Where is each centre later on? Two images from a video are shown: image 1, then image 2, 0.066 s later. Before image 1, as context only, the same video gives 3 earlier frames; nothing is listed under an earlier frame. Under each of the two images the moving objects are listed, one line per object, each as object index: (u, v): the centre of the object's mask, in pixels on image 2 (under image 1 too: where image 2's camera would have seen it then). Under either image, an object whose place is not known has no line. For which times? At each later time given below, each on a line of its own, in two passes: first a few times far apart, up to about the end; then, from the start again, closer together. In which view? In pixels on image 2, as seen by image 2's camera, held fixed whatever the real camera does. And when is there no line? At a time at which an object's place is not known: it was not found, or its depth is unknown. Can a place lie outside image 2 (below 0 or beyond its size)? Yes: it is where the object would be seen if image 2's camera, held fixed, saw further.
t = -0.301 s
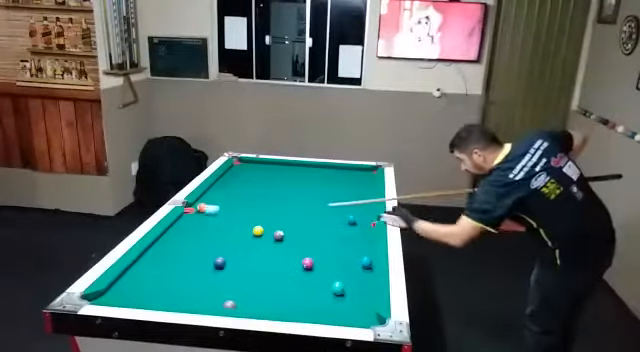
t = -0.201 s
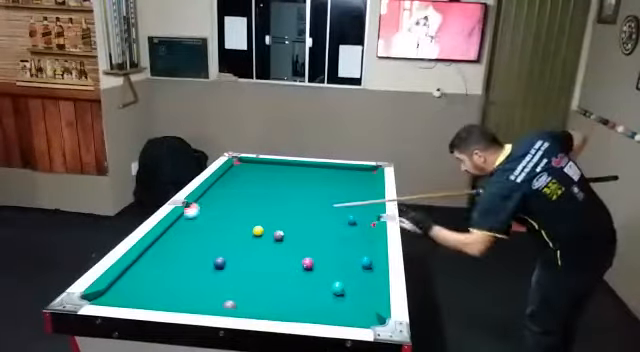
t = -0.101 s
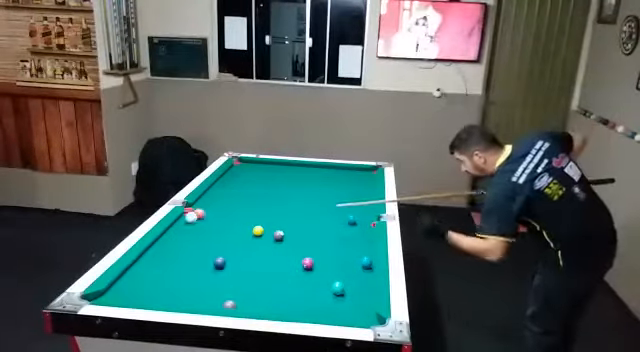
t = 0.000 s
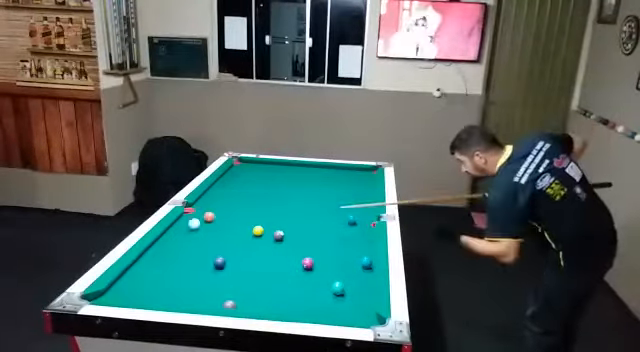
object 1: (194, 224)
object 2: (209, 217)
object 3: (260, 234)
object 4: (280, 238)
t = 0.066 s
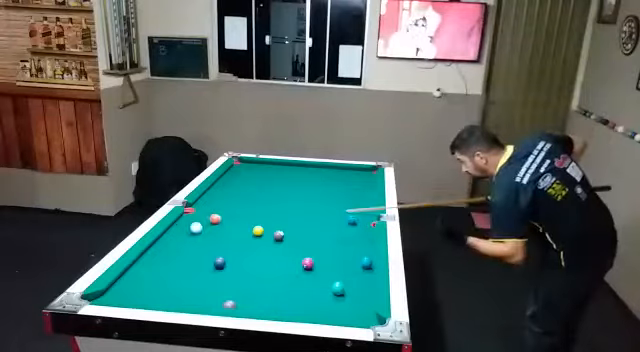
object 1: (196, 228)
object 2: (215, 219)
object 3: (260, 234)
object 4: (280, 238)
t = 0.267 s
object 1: (202, 241)
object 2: (233, 225)
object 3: (259, 234)
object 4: (280, 237)
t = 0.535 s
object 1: (210, 258)
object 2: (248, 232)
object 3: (266, 233)
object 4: (279, 236)
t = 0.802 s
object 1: (202, 268)
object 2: (250, 237)
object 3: (275, 232)
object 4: (286, 239)
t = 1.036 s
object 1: (195, 277)
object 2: (252, 241)
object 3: (280, 232)
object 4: (293, 240)
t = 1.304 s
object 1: (188, 286)
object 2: (254, 245)
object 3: (283, 232)
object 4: (298, 242)
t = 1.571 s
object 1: (182, 294)
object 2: (255, 248)
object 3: (284, 232)
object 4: (301, 242)
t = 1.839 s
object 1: (176, 299)
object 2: (256, 251)
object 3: (284, 231)
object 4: (303, 243)
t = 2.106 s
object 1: (177, 296)
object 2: (257, 252)
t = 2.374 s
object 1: (179, 294)
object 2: (257, 253)
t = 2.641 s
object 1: (181, 294)
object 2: (257, 253)
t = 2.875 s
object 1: (181, 294)
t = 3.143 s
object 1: (181, 294)
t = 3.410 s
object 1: (181, 294)
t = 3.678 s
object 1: (181, 294)
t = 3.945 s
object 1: (181, 294)
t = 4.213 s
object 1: (181, 294)
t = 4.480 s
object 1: (181, 294)
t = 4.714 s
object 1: (181, 294)
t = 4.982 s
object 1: (181, 294)
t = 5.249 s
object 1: (181, 294)
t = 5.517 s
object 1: (181, 294)
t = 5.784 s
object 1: (181, 294)
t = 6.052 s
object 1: (181, 294)
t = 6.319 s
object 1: (181, 294)
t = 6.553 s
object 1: (181, 294)
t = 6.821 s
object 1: (181, 294)
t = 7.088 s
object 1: (181, 294)
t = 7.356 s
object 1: (181, 294)
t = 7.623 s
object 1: (181, 294)
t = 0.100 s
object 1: (197, 230)
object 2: (218, 220)
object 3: (260, 234)
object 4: (280, 237)
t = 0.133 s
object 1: (198, 232)
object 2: (220, 221)
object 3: (260, 234)
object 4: (280, 237)
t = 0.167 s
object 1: (199, 234)
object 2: (224, 222)
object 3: (259, 234)
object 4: (280, 237)
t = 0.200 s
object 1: (200, 236)
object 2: (226, 223)
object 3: (259, 234)
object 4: (280, 237)
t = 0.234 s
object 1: (201, 238)
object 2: (230, 224)
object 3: (259, 234)
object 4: (280, 237)
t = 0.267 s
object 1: (202, 241)
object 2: (233, 225)
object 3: (259, 234)
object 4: (280, 237)
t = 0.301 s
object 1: (203, 243)
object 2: (236, 226)
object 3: (259, 234)
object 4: (279, 237)
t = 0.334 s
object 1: (205, 245)
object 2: (239, 227)
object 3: (259, 234)
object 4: (279, 237)
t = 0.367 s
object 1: (206, 247)
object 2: (242, 228)
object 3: (259, 234)
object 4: (280, 237)
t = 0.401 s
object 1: (207, 249)
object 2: (245, 229)
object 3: (259, 234)
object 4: (280, 237)
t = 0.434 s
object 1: (208, 252)
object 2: (247, 230)
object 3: (261, 234)
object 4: (279, 237)
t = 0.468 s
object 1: (209, 255)
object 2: (247, 231)
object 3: (262, 234)
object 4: (279, 236)
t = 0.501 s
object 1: (210, 257)
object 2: (247, 231)
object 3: (264, 234)
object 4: (279, 236)
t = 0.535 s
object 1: (210, 258)
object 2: (248, 232)
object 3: (266, 233)
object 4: (279, 236)
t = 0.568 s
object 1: (209, 259)
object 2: (248, 233)
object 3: (269, 233)
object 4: (279, 236)
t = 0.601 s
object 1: (208, 261)
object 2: (248, 234)
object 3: (270, 233)
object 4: (280, 236)
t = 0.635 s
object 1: (207, 262)
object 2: (248, 234)
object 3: (271, 233)
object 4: (281, 237)
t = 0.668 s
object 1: (206, 263)
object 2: (249, 234)
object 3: (272, 233)
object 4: (282, 237)
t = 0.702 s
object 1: (205, 265)
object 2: (249, 235)
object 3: (272, 233)
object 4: (282, 238)
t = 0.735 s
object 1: (204, 266)
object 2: (249, 236)
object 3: (273, 233)
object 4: (283, 238)
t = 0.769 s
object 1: (203, 267)
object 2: (250, 236)
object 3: (274, 232)
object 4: (285, 239)
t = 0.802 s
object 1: (202, 268)
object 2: (250, 237)
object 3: (275, 232)
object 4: (286, 239)
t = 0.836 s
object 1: (200, 270)
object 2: (250, 238)
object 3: (277, 232)
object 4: (288, 238)
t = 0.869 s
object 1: (199, 271)
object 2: (251, 239)
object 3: (277, 232)
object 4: (289, 239)
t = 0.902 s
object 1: (199, 273)
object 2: (251, 240)
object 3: (278, 232)
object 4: (289, 239)
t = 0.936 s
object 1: (198, 274)
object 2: (251, 240)
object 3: (278, 232)
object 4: (290, 239)
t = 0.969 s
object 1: (197, 275)
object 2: (252, 241)
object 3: (279, 232)
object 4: (291, 239)
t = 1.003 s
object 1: (196, 276)
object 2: (252, 241)
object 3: (279, 232)
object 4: (292, 240)
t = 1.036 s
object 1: (195, 277)
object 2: (252, 241)
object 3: (280, 232)
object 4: (293, 240)
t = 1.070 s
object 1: (194, 278)
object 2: (252, 242)
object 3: (280, 232)
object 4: (293, 240)
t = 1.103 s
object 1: (193, 280)
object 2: (253, 242)
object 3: (281, 232)
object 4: (294, 240)
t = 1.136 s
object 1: (192, 281)
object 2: (253, 243)
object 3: (281, 232)
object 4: (295, 241)
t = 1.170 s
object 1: (191, 282)
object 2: (253, 244)
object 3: (281, 232)
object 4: (295, 241)
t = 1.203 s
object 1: (191, 283)
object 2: (254, 244)
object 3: (282, 232)
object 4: (296, 241)
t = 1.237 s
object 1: (190, 284)
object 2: (254, 245)
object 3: (282, 231)
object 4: (296, 241)
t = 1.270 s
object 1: (189, 285)
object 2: (254, 245)
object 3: (282, 231)
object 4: (297, 241)
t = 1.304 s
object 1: (188, 286)
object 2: (254, 245)
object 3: (283, 232)
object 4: (298, 242)
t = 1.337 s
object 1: (187, 287)
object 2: (254, 246)
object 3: (283, 232)
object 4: (298, 242)
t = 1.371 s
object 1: (186, 288)
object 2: (254, 246)
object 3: (283, 232)
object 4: (299, 242)
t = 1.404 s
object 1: (186, 289)
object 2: (254, 247)
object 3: (283, 231)
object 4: (299, 242)
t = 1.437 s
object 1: (185, 290)
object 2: (254, 247)
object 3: (284, 232)
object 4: (299, 242)
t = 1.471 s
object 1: (184, 291)
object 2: (255, 248)
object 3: (283, 232)
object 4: (300, 242)
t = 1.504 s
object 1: (183, 292)
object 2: (255, 248)
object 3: (284, 232)
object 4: (300, 242)
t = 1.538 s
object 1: (183, 293)
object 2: (255, 248)
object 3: (284, 232)
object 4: (300, 242)
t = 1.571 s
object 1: (182, 294)
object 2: (255, 248)
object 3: (284, 232)
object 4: (301, 242)
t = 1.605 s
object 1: (181, 295)
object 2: (255, 249)
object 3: (284, 232)
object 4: (301, 243)
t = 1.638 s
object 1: (180, 296)
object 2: (255, 249)
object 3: (284, 232)
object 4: (301, 243)
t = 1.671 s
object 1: (179, 296)
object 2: (255, 250)
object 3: (284, 232)
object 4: (302, 243)
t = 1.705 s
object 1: (178, 297)
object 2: (256, 250)
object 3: (284, 232)
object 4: (302, 243)
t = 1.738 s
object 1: (178, 297)
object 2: (256, 250)
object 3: (284, 232)
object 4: (303, 243)
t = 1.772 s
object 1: (177, 298)
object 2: (256, 250)
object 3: (284, 232)
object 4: (303, 243)
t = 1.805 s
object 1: (176, 298)
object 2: (256, 251)
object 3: (284, 232)
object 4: (303, 243)
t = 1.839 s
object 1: (176, 299)
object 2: (256, 251)
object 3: (284, 231)
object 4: (303, 243)
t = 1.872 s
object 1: (175, 299)
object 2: (256, 251)
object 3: (284, 231)
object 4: (303, 243)
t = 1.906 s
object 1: (174, 300)
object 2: (256, 251)
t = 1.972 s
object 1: (175, 299)
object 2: (256, 251)
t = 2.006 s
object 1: (174, 299)
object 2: (256, 251)
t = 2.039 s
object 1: (176, 298)
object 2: (256, 252)
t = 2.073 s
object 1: (176, 297)
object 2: (257, 252)
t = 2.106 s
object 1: (177, 296)
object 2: (257, 252)
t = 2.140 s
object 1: (178, 295)
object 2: (257, 252)
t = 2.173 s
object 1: (179, 294)
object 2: (257, 252)
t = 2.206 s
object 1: (179, 294)
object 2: (257, 252)
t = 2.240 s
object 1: (179, 295)
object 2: (257, 253)
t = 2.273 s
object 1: (179, 295)
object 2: (257, 253)
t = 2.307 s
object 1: (179, 295)
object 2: (257, 253)
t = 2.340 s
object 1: (179, 294)
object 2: (257, 253)
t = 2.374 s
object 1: (179, 294)
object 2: (257, 253)
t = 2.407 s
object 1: (179, 294)
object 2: (257, 253)
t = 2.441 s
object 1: (179, 294)
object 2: (257, 253)
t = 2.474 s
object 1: (180, 294)
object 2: (257, 253)
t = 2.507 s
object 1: (180, 294)
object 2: (257, 253)
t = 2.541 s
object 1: (180, 294)
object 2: (257, 253)
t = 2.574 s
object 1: (180, 294)
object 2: (257, 253)
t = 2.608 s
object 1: (180, 294)
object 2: (257, 253)
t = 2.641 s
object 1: (181, 294)
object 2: (257, 253)
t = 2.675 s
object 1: (181, 294)
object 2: (258, 253)
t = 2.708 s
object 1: (181, 294)
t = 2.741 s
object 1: (181, 294)
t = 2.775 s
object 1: (181, 294)
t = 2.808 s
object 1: (181, 294)
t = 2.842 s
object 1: (181, 294)
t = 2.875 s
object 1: (181, 294)
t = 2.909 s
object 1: (181, 294)
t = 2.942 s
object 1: (181, 294)
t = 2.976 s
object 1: (181, 294)
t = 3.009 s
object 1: (181, 294)
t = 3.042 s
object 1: (181, 294)
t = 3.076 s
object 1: (181, 294)
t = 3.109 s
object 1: (181, 294)
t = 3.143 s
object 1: (181, 294)
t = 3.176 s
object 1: (181, 294)
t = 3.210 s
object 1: (181, 294)
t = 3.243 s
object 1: (181, 294)
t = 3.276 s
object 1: (181, 294)
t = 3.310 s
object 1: (181, 294)
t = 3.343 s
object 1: (181, 294)
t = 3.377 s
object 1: (181, 294)
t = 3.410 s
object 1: (181, 294)
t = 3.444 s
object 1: (181, 294)
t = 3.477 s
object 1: (181, 294)
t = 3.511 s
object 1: (181, 294)
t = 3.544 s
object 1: (181, 294)
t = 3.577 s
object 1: (181, 294)
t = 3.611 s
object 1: (181, 294)
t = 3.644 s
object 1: (181, 294)
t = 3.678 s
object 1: (181, 294)
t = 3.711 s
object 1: (181, 294)
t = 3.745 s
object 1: (181, 294)
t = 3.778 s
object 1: (181, 294)
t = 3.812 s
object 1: (181, 294)
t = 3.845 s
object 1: (181, 294)
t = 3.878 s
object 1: (181, 294)
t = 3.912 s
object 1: (181, 294)
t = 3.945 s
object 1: (181, 294)
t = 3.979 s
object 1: (181, 294)
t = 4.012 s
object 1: (181, 294)
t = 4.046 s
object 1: (181, 294)
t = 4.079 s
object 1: (181, 294)
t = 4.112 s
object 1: (181, 294)
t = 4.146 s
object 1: (181, 294)
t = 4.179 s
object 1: (181, 294)
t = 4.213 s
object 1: (181, 294)
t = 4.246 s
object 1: (181, 294)
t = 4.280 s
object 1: (181, 294)
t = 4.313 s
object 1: (181, 294)
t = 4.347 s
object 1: (181, 294)
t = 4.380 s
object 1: (181, 294)
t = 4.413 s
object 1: (181, 294)
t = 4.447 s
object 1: (181, 294)
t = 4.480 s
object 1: (181, 294)
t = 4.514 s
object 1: (181, 294)
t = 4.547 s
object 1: (181, 294)
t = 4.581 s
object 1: (181, 294)
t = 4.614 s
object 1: (181, 294)
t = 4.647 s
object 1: (181, 294)
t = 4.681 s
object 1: (181, 294)
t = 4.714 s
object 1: (181, 294)
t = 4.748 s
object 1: (181, 294)
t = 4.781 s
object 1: (181, 294)
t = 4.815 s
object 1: (181, 294)
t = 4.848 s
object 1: (181, 294)
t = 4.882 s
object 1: (181, 294)
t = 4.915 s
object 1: (181, 294)
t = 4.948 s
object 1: (181, 294)
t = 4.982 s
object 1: (181, 294)
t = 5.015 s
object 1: (181, 294)
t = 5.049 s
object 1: (181, 294)
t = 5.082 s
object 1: (181, 294)
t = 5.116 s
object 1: (181, 294)
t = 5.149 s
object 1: (181, 294)
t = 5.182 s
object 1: (181, 294)
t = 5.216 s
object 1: (181, 294)
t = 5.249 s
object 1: (181, 294)
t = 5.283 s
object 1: (181, 294)
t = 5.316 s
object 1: (181, 294)
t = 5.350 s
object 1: (181, 294)
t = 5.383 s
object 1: (181, 294)
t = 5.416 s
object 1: (181, 294)
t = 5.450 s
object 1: (181, 294)
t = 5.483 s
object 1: (181, 294)
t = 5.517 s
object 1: (181, 294)
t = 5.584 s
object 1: (181, 294)
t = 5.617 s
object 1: (181, 294)
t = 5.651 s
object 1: (181, 294)
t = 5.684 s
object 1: (181, 294)
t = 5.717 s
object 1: (181, 294)
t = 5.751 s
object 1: (181, 294)
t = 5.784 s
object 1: (181, 294)
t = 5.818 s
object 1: (181, 294)
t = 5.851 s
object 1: (181, 294)
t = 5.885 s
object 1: (181, 294)
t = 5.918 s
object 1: (181, 294)
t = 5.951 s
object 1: (181, 294)
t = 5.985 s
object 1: (181, 294)
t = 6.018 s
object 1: (181, 294)
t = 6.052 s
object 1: (181, 294)
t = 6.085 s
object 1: (181, 294)
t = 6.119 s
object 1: (181, 294)
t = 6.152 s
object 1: (181, 294)
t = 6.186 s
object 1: (181, 294)
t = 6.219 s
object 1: (181, 294)
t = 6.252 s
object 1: (181, 294)
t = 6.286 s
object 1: (181, 294)
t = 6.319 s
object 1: (181, 294)
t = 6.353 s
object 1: (181, 294)
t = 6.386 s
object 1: (181, 294)
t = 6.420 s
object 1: (181, 294)
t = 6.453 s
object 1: (181, 294)
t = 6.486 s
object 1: (181, 294)
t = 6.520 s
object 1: (181, 294)
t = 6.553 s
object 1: (181, 294)
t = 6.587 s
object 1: (181, 294)
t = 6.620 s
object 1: (181, 294)
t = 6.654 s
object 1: (181, 294)
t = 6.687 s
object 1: (181, 294)
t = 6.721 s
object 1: (181, 294)
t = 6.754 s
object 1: (181, 294)
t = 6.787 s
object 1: (181, 294)
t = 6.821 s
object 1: (181, 294)
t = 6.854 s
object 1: (181, 294)
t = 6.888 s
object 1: (181, 294)
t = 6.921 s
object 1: (181, 294)
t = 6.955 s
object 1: (181, 294)
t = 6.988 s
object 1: (181, 294)
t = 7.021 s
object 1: (181, 294)
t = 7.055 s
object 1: (181, 294)
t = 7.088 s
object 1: (181, 294)
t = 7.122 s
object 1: (181, 294)
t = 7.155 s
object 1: (181, 294)
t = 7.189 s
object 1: (181, 294)
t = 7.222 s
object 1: (181, 294)
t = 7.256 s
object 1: (181, 294)
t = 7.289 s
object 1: (181, 294)
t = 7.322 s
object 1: (181, 294)
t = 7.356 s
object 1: (181, 294)
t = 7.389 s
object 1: (181, 294)
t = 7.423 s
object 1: (181, 294)
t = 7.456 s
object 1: (181, 294)
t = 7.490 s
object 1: (181, 294)
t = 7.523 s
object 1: (181, 294)
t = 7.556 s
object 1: (181, 294)
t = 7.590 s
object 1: (181, 294)
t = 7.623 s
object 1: (181, 294)
